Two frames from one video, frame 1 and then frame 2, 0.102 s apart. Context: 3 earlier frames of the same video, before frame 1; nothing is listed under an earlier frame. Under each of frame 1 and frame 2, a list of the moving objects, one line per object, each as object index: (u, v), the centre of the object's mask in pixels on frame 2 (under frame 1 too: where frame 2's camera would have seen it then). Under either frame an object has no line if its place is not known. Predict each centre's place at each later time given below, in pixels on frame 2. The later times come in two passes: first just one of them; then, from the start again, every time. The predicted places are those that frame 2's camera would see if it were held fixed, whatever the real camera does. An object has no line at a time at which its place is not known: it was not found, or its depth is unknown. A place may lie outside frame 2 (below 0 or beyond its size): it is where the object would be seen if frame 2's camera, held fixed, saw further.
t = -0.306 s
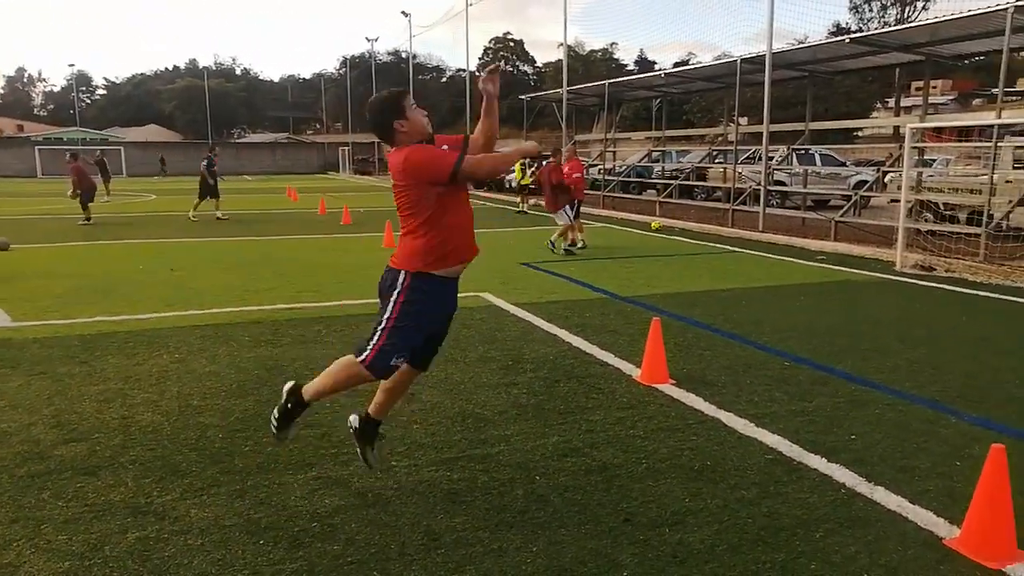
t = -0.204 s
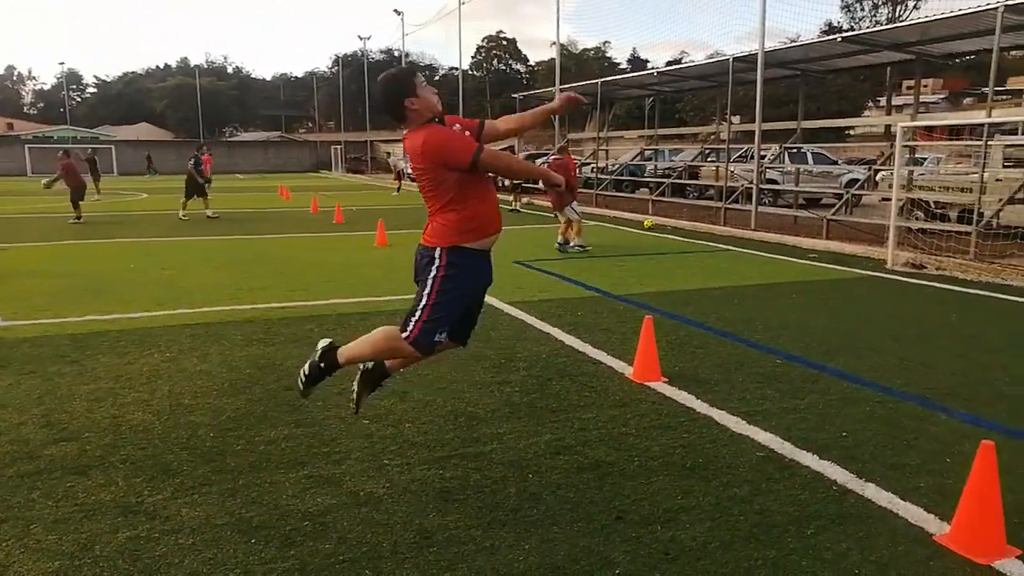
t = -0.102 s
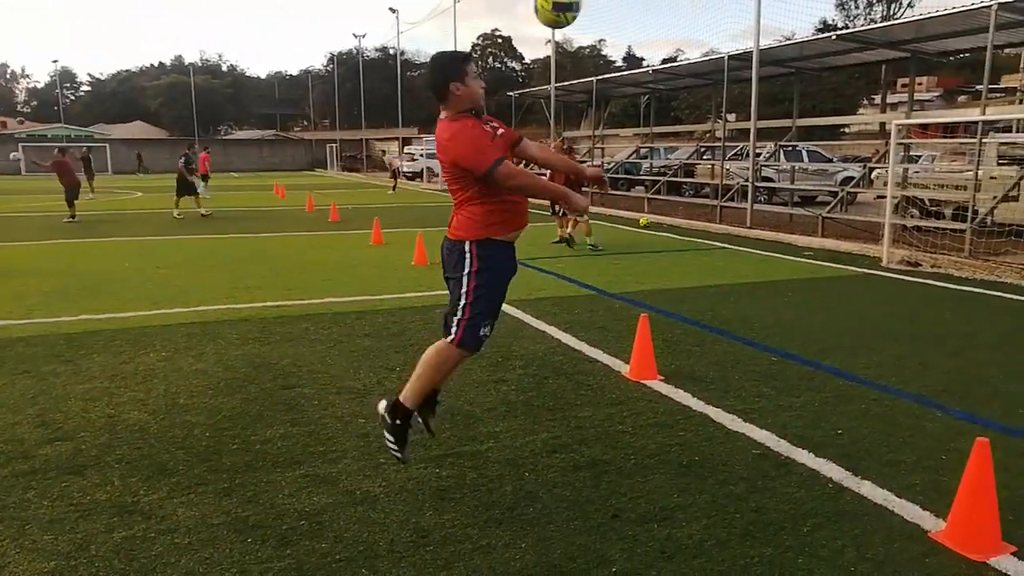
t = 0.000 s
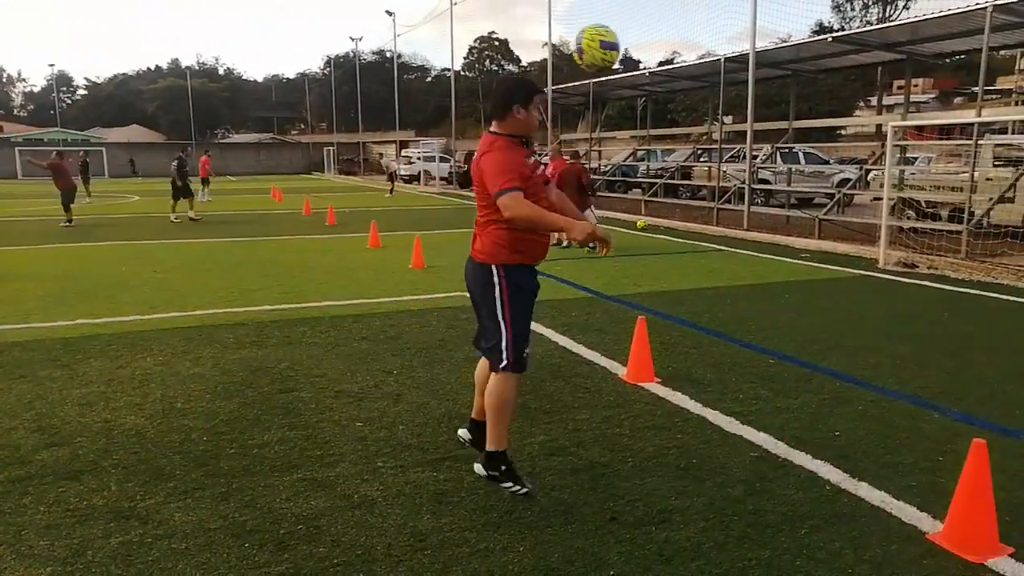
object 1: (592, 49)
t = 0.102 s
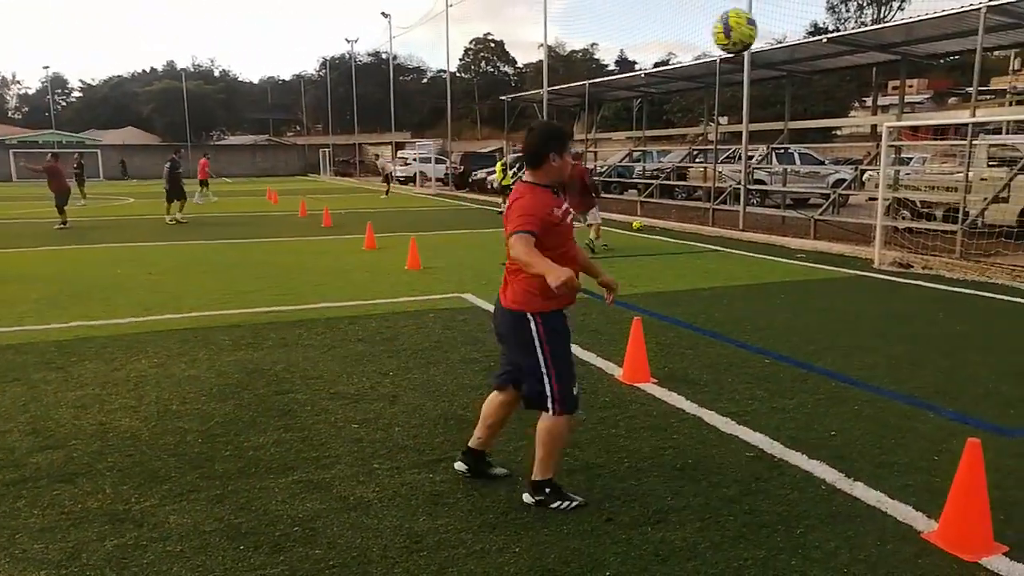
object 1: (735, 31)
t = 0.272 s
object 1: (932, 44)
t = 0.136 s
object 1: (778, 29)
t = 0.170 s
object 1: (819, 30)
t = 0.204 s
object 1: (858, 32)
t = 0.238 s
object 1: (896, 37)
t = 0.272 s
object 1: (932, 44)
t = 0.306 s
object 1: (966, 52)
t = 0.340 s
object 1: (999, 63)
